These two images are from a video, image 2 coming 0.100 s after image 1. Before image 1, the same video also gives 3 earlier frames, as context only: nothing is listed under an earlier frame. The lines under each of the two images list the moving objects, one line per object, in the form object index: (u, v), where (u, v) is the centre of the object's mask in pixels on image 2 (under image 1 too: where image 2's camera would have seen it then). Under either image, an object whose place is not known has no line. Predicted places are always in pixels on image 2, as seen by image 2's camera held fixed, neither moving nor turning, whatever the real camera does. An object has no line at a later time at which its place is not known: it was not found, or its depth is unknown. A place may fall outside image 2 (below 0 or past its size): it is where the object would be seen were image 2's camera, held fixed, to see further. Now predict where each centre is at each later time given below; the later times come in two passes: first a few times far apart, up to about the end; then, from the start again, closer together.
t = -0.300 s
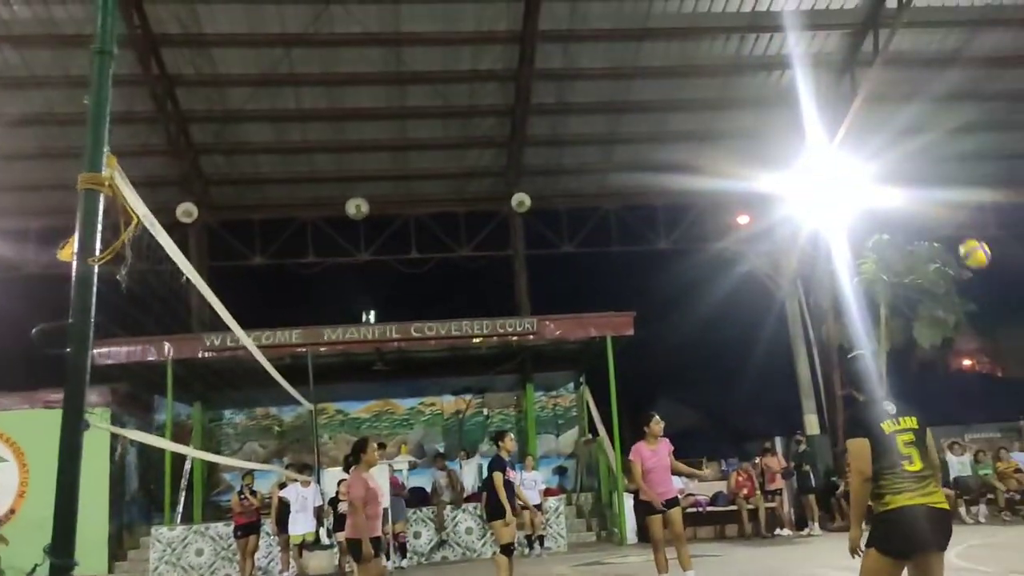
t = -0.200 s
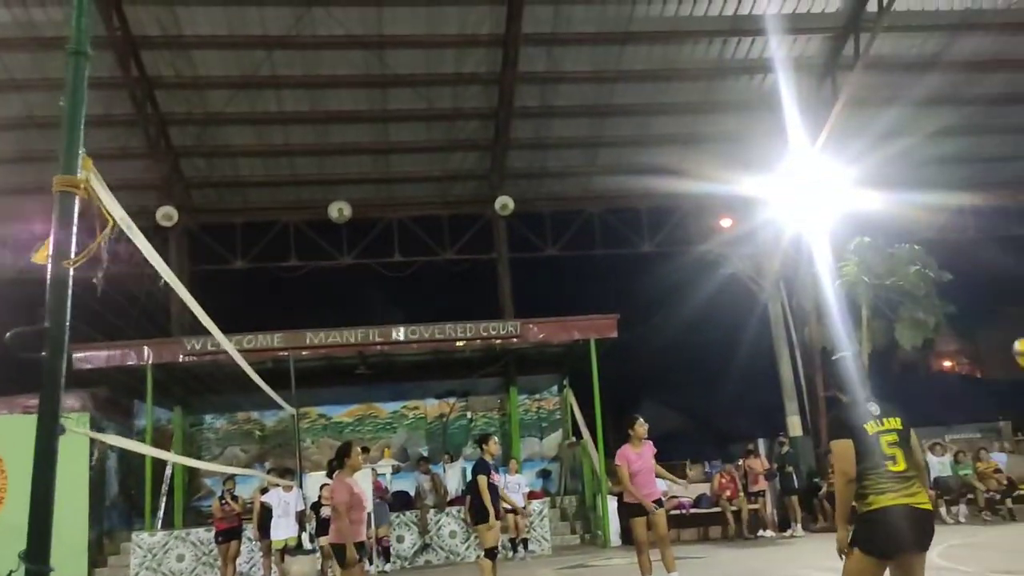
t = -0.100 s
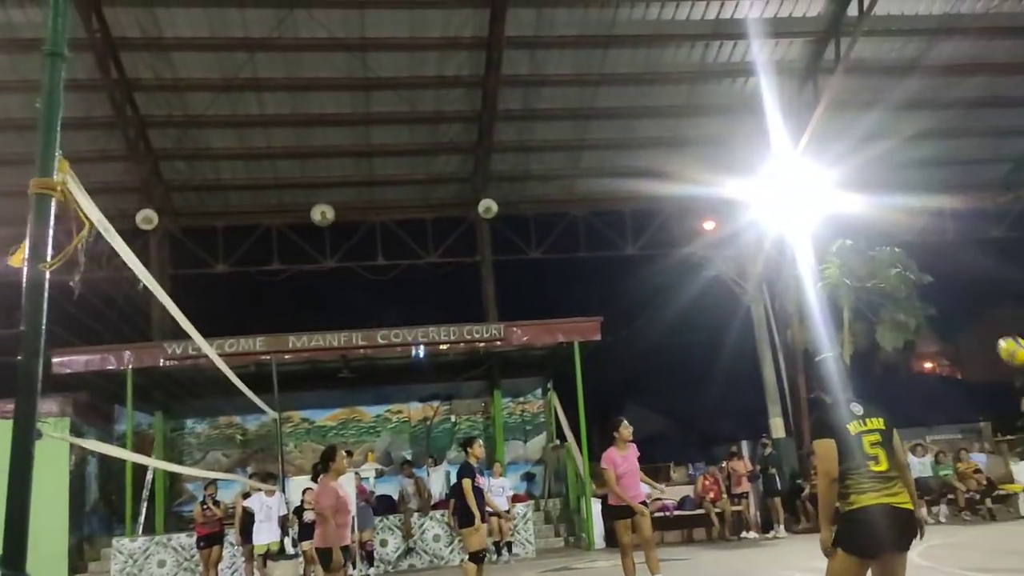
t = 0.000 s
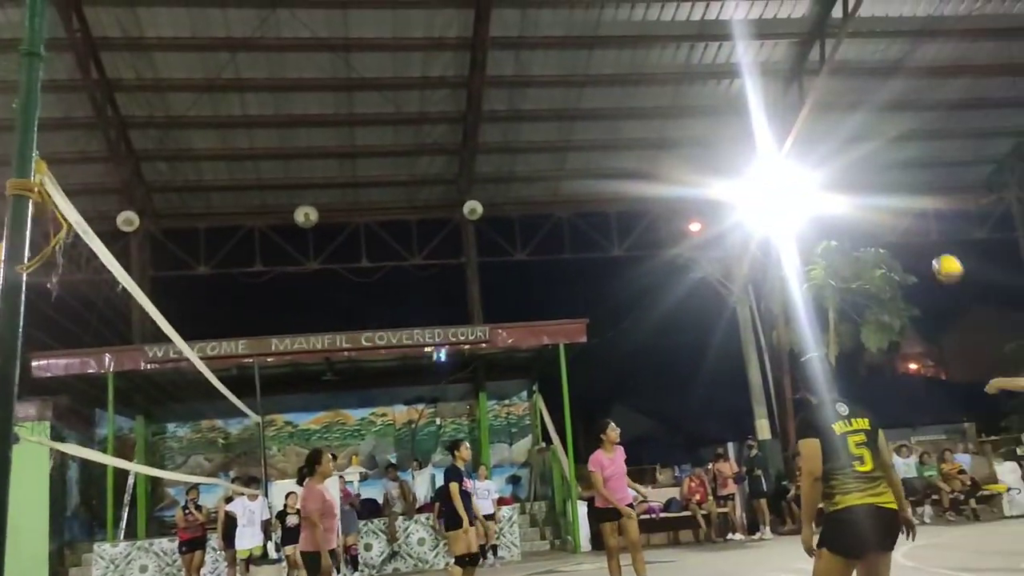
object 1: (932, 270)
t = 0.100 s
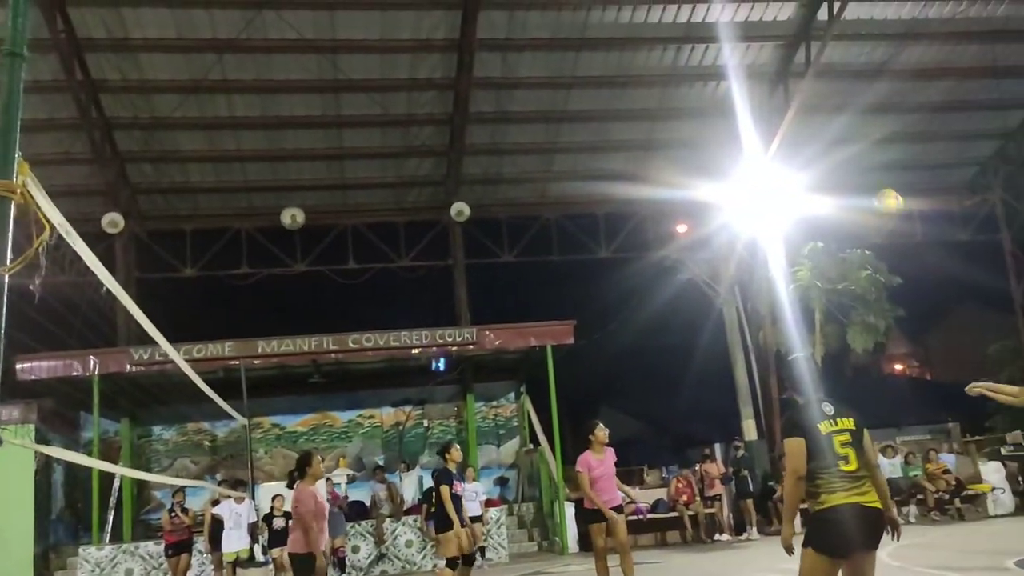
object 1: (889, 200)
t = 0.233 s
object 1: (836, 133)
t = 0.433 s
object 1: (766, 73)
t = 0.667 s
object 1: (696, 53)
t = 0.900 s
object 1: (636, 89)
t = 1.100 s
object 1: (592, 160)
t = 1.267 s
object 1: (558, 251)
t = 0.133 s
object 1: (875, 183)
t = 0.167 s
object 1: (862, 164)
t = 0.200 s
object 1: (848, 148)
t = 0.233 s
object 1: (836, 133)
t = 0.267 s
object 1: (823, 120)
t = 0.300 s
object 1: (812, 109)
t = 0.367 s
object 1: (787, 88)
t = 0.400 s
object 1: (776, 80)
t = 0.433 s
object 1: (766, 73)
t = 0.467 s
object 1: (757, 67)
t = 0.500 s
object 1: (746, 61)
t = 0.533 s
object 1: (734, 55)
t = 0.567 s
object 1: (723, 55)
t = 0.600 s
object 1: (713, 54)
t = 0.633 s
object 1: (705, 53)
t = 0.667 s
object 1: (696, 53)
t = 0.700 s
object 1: (687, 55)
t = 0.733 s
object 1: (678, 58)
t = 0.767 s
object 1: (669, 62)
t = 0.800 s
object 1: (661, 67)
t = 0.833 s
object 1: (653, 74)
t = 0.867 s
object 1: (645, 81)
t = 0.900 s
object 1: (636, 89)
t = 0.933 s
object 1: (629, 98)
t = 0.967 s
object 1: (621, 108)
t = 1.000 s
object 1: (613, 119)
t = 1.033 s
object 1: (606, 131)
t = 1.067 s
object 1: (599, 145)
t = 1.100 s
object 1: (592, 160)
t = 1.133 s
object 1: (584, 176)
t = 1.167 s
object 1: (577, 193)
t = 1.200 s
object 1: (570, 211)
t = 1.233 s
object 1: (564, 230)
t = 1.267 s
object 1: (558, 251)
